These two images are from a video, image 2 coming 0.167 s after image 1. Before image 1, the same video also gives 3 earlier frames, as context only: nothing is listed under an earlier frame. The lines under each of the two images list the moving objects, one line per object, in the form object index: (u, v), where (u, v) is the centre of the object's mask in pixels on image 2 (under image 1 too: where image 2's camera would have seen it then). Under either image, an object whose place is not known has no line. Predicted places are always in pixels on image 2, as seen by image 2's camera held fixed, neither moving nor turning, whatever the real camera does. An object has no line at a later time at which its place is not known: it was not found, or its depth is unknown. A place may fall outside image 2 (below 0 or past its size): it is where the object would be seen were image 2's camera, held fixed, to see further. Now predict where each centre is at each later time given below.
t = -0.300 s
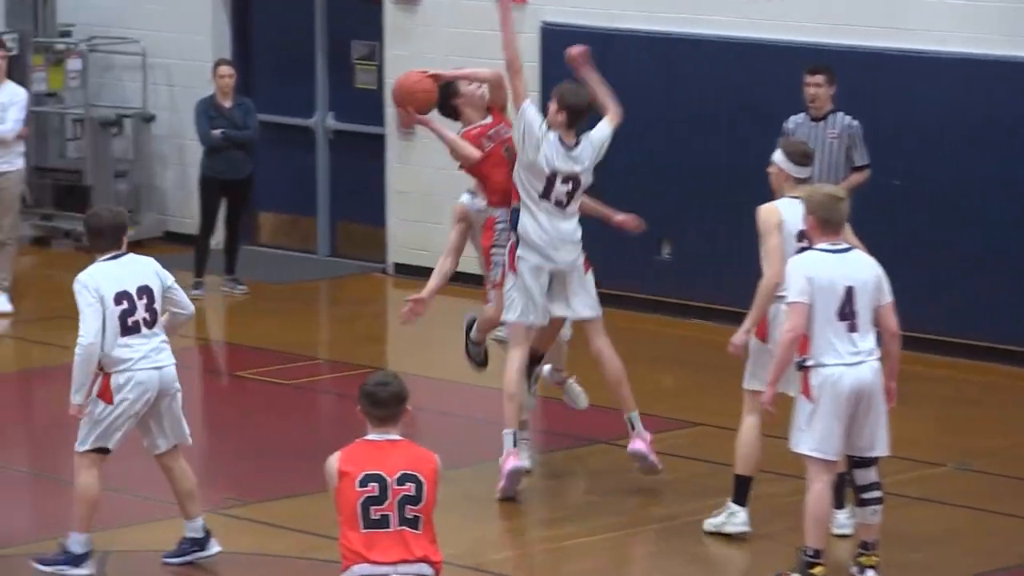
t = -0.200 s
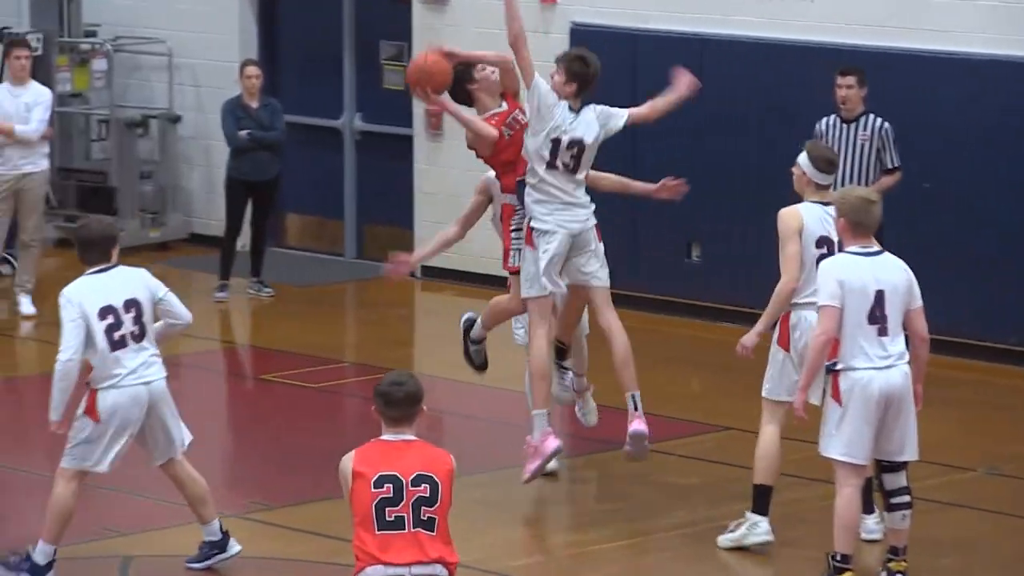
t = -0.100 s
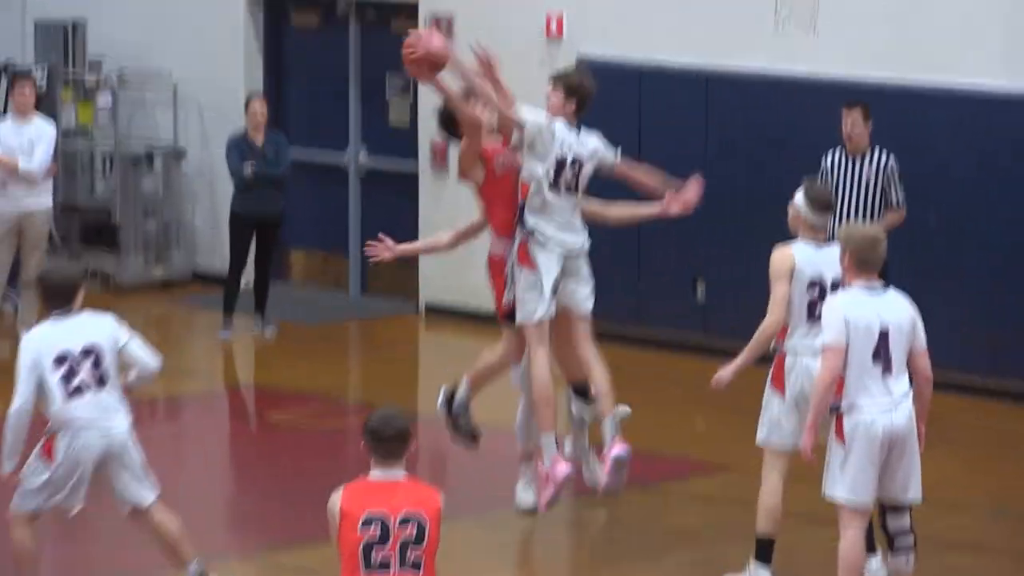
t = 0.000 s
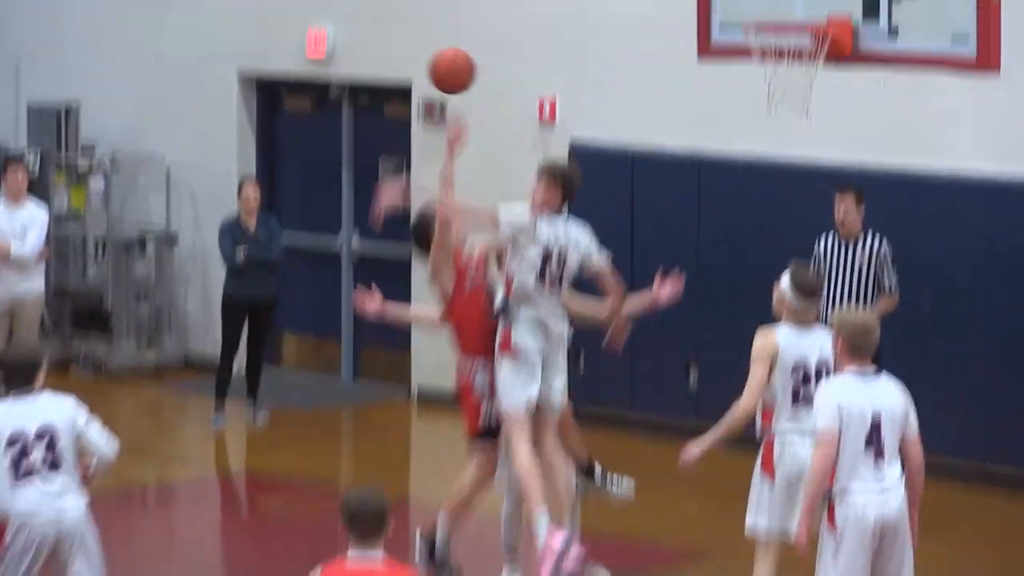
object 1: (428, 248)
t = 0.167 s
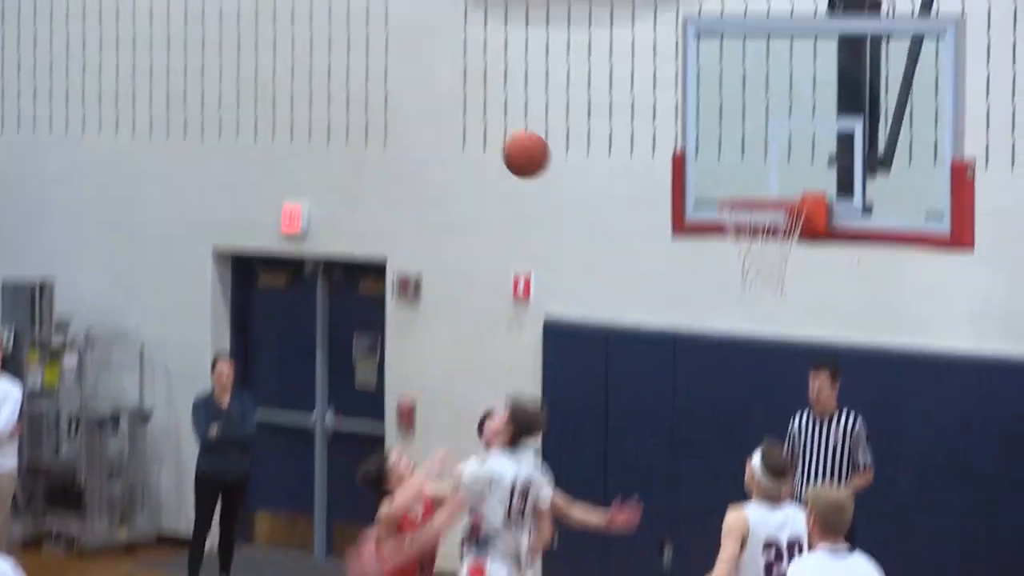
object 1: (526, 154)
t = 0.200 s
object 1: (544, 143)
